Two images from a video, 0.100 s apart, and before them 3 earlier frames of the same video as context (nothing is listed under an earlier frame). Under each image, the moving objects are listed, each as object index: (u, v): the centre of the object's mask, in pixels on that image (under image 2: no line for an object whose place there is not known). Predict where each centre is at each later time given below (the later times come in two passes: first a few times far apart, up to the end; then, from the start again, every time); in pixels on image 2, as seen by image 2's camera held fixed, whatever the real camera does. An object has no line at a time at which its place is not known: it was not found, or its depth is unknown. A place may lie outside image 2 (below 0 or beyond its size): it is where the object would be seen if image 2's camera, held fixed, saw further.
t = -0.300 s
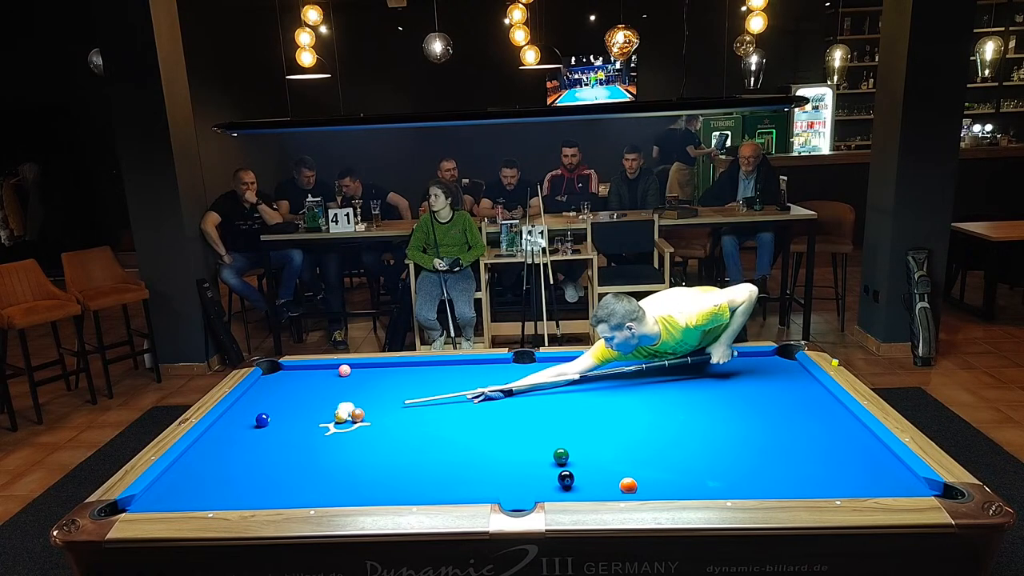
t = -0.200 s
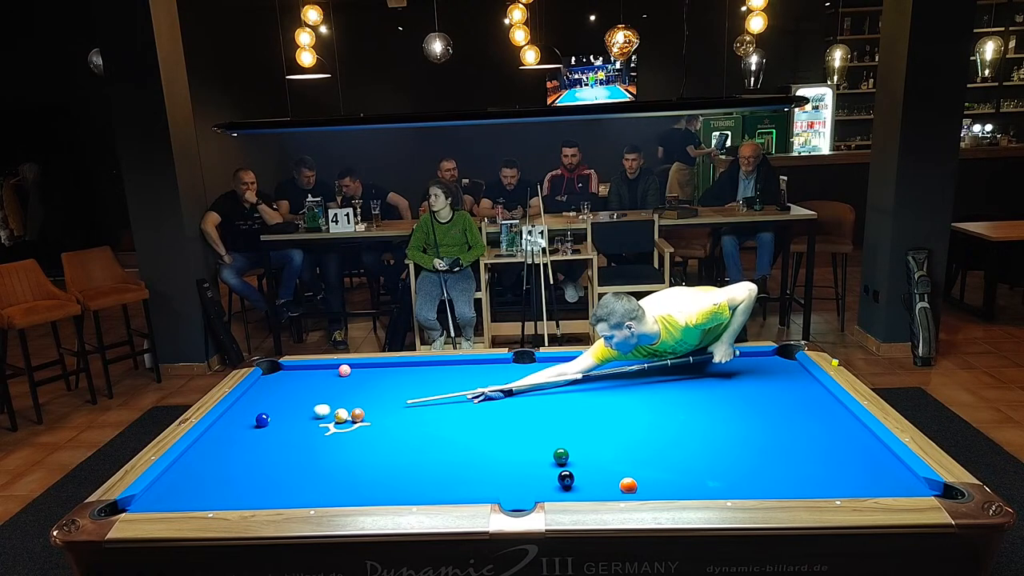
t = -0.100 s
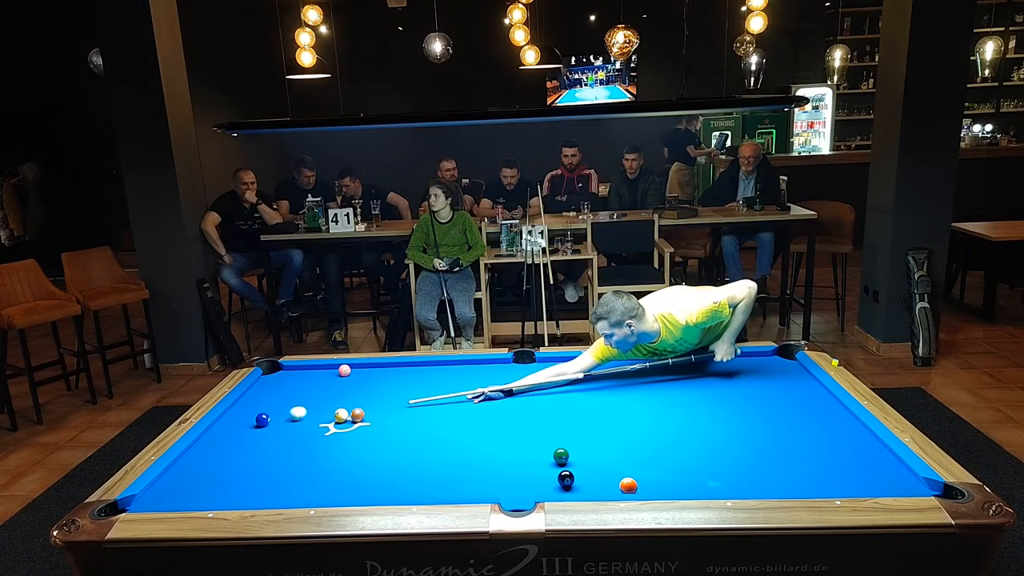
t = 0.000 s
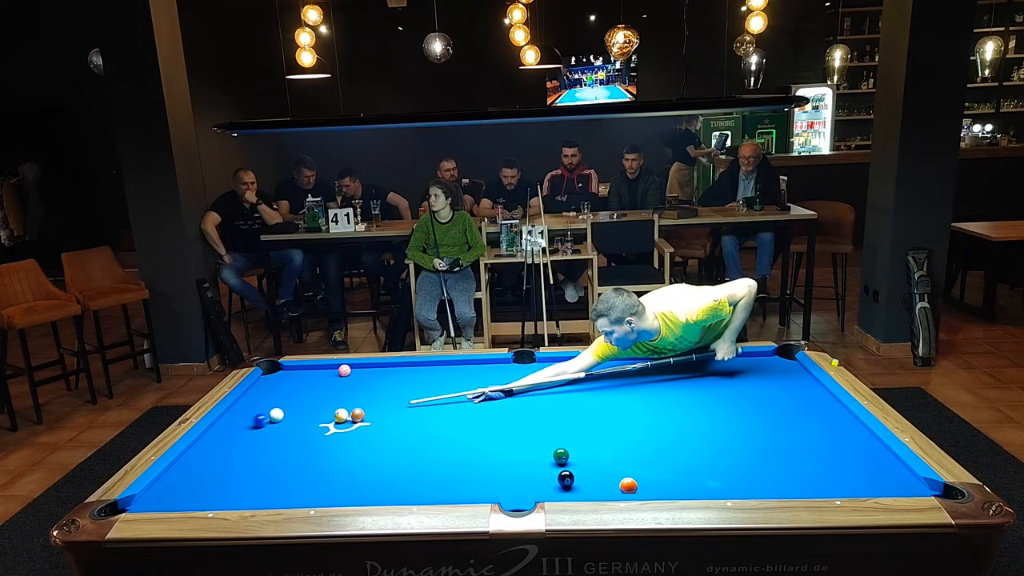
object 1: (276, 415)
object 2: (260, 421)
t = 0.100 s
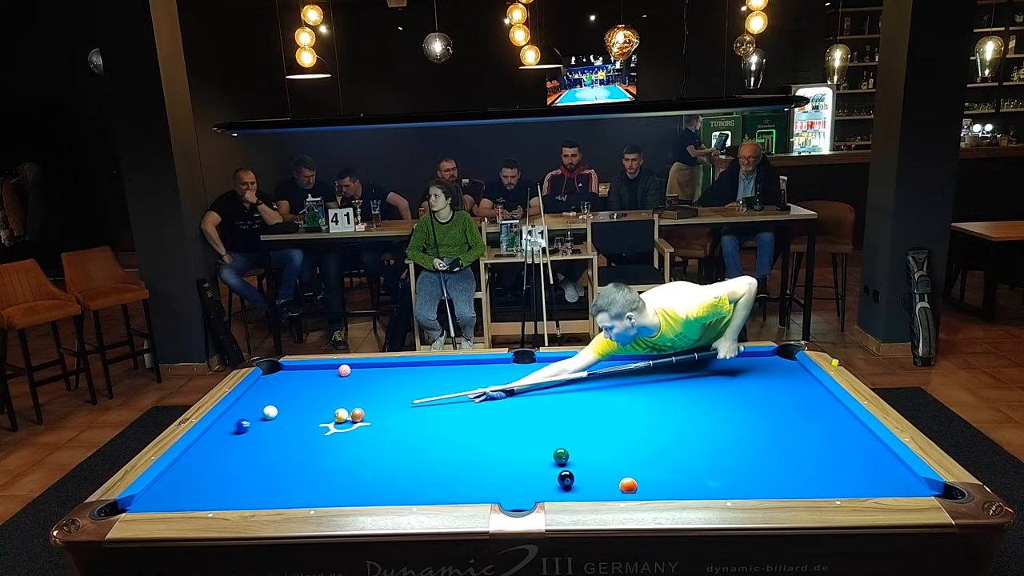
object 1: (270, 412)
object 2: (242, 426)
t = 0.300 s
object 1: (254, 408)
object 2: (213, 435)
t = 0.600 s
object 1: (241, 402)
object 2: (211, 443)
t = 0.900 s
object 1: (263, 394)
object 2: (220, 450)
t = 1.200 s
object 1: (283, 386)
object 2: (229, 455)
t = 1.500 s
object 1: (300, 380)
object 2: (237, 462)
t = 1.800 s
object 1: (315, 374)
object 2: (245, 467)
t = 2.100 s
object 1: (329, 369)
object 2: (251, 472)
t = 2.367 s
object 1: (335, 367)
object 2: (257, 477)
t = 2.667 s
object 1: (336, 368)
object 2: (261, 481)
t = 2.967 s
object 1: (336, 369)
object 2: (265, 486)
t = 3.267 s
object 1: (336, 369)
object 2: (268, 490)
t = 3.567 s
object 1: (336, 369)
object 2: (270, 490)
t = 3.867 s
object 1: (336, 369)
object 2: (272, 492)
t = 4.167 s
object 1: (336, 369)
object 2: (274, 493)
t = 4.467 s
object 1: (336, 369)
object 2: (274, 492)
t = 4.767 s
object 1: (336, 369)
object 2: (274, 492)
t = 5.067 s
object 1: (336, 369)
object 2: (274, 492)
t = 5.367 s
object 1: (336, 369)
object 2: (274, 492)
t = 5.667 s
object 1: (336, 369)
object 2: (274, 492)
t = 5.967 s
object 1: (336, 369)
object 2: (274, 492)
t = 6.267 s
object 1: (336, 369)
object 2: (274, 492)
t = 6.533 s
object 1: (336, 369)
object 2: (274, 492)
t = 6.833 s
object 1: (336, 369)
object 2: (274, 492)
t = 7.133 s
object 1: (336, 369)
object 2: (274, 492)
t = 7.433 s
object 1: (336, 369)
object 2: (274, 492)
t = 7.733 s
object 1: (336, 369)
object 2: (274, 492)
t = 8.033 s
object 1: (336, 369)
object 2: (274, 492)
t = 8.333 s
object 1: (336, 369)
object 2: (274, 492)
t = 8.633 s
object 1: (336, 369)
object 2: (274, 493)
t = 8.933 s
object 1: (336, 369)
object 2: (274, 492)
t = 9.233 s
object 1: (336, 369)
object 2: (274, 492)
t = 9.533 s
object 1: (336, 369)
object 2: (274, 492)
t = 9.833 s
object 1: (336, 369)
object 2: (274, 492)
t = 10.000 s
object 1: (336, 369)
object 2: (274, 492)
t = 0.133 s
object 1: (267, 412)
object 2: (237, 428)
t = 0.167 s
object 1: (265, 411)
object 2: (232, 429)
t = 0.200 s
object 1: (262, 410)
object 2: (227, 431)
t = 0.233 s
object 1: (259, 410)
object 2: (223, 432)
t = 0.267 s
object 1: (257, 409)
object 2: (217, 433)
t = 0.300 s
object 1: (254, 408)
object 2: (213, 435)
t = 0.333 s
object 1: (252, 408)
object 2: (208, 437)
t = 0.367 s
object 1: (249, 407)
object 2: (202, 438)
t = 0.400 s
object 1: (247, 406)
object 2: (204, 439)
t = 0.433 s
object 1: (244, 406)
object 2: (206, 439)
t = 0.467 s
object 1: (242, 405)
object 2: (206, 440)
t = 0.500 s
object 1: (240, 405)
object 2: (208, 441)
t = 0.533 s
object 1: (237, 404)
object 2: (209, 441)
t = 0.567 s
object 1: (238, 403)
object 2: (210, 442)
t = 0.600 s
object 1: (241, 402)
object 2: (211, 443)
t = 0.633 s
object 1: (244, 401)
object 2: (212, 444)
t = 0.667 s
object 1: (247, 400)
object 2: (213, 445)
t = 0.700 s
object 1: (249, 399)
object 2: (214, 445)
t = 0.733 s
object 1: (251, 398)
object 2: (215, 446)
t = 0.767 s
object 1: (254, 397)
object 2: (216, 447)
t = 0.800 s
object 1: (256, 396)
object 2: (217, 448)
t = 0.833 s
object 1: (259, 396)
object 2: (218, 448)
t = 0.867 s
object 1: (261, 395)
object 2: (219, 449)
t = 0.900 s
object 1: (263, 394)
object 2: (220, 450)
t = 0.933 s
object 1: (266, 393)
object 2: (221, 450)
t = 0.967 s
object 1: (268, 392)
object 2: (222, 450)
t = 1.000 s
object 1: (270, 391)
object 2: (223, 451)
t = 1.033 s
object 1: (272, 390)
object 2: (224, 452)
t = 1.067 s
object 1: (274, 390)
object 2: (225, 453)
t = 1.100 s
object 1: (277, 389)
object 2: (226, 453)
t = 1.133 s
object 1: (279, 388)
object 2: (227, 454)
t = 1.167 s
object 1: (281, 387)
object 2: (228, 455)
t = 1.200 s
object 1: (283, 386)
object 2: (229, 455)
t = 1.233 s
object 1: (285, 386)
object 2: (230, 456)
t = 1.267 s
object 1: (287, 385)
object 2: (231, 457)
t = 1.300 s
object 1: (289, 384)
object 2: (232, 457)
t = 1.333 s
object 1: (291, 383)
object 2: (233, 458)
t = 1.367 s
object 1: (293, 383)
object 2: (234, 459)
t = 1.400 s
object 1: (295, 382)
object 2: (234, 460)
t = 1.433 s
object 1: (296, 381)
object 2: (235, 460)
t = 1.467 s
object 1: (298, 380)
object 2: (236, 461)
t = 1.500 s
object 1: (300, 380)
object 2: (237, 462)
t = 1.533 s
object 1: (302, 379)
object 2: (238, 462)
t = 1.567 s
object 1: (304, 378)
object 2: (239, 463)
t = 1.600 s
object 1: (305, 378)
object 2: (240, 463)
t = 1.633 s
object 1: (307, 377)
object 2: (241, 464)
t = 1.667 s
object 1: (309, 377)
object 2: (241, 465)
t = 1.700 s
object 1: (310, 376)
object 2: (242, 465)
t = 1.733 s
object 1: (312, 376)
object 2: (243, 466)
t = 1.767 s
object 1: (314, 375)
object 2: (244, 467)
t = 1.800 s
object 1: (315, 374)
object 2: (245, 467)
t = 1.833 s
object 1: (317, 374)
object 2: (245, 468)
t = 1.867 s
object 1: (318, 373)
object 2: (246, 469)
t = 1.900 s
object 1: (320, 372)
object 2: (247, 469)
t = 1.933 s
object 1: (321, 372)
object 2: (248, 470)
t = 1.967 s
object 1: (323, 371)
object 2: (248, 470)
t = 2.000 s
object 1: (324, 371)
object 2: (249, 471)
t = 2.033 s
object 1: (326, 370)
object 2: (250, 471)
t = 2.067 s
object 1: (327, 370)
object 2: (251, 472)
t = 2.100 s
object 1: (329, 369)
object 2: (251, 472)
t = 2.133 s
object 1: (330, 369)
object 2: (252, 473)
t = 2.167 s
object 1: (331, 368)
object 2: (253, 473)
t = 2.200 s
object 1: (333, 368)
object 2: (253, 474)
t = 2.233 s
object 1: (334, 367)
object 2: (254, 475)
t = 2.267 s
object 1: (335, 367)
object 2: (255, 475)
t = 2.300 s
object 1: (335, 367)
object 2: (255, 476)
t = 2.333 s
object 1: (335, 367)
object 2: (256, 476)
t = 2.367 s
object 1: (335, 367)
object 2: (257, 477)
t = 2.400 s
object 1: (336, 367)
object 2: (257, 477)
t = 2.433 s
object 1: (336, 368)
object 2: (258, 478)
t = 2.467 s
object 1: (336, 368)
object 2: (258, 478)
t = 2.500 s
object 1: (336, 368)
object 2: (259, 479)
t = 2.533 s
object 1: (336, 368)
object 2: (259, 480)
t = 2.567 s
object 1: (336, 368)
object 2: (260, 480)
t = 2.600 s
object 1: (336, 368)
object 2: (260, 480)
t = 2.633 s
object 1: (336, 368)
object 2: (261, 481)
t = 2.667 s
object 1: (336, 368)
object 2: (261, 481)
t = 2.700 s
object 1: (336, 368)
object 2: (262, 482)
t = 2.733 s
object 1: (336, 369)
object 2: (262, 482)
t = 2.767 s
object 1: (336, 369)
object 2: (263, 483)
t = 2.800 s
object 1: (336, 369)
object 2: (263, 483)
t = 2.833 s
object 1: (336, 369)
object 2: (264, 483)
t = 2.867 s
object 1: (336, 369)
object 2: (264, 484)
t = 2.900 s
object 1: (336, 369)
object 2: (264, 485)
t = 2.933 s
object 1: (336, 369)
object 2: (265, 486)
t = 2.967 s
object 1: (336, 369)
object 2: (265, 486)
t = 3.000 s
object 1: (336, 369)
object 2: (265, 487)
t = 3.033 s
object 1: (336, 369)
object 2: (265, 487)
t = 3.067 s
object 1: (336, 369)
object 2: (266, 488)
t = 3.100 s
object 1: (336, 369)
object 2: (266, 488)
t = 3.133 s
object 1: (336, 369)
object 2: (267, 488)
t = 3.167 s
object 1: (336, 369)
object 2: (267, 489)
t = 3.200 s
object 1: (336, 369)
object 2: (267, 489)
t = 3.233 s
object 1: (336, 369)
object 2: (267, 489)
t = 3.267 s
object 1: (336, 369)
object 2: (268, 490)
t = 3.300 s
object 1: (336, 369)
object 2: (268, 489)
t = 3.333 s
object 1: (336, 369)
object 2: (269, 489)
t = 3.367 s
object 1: (336, 369)
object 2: (269, 490)
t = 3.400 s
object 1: (336, 369)
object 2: (269, 490)
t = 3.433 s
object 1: (336, 369)
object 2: (269, 490)
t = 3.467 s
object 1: (336, 369)
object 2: (270, 490)
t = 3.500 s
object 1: (336, 369)
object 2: (270, 490)
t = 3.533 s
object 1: (336, 369)
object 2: (270, 490)
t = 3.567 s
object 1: (336, 369)
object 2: (270, 490)
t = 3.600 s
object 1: (336, 369)
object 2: (271, 491)
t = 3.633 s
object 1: (336, 369)
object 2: (271, 491)
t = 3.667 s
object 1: (336, 369)
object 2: (271, 491)
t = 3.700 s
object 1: (336, 369)
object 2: (271, 491)
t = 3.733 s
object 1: (336, 369)
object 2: (271, 492)
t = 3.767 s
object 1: (336, 369)
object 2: (271, 492)
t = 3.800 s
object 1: (336, 369)
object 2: (272, 492)
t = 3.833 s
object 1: (336, 369)
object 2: (272, 492)
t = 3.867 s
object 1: (336, 369)
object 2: (272, 492)
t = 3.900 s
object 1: (336, 369)
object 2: (272, 492)
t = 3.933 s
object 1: (336, 369)
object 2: (273, 492)
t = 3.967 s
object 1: (336, 369)
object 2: (273, 492)
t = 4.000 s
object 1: (336, 369)
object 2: (273, 492)
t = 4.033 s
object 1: (336, 369)
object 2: (273, 493)
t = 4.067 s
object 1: (336, 369)
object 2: (273, 492)
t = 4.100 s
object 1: (336, 369)
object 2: (273, 493)
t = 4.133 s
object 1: (336, 369)
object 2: (274, 493)
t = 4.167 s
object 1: (336, 369)
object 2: (274, 493)
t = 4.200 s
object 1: (336, 369)
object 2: (274, 493)
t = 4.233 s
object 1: (336, 369)
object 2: (274, 492)
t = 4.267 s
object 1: (336, 369)
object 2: (274, 492)
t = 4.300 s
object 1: (336, 369)
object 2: (274, 492)
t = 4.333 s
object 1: (336, 369)
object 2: (274, 492)
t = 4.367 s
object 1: (336, 369)
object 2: (274, 492)
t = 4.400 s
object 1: (336, 369)
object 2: (274, 492)
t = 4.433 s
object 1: (336, 369)
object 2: (274, 492)
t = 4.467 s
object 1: (336, 369)
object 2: (274, 492)
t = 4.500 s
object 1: (336, 369)
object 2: (274, 492)
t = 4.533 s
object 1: (336, 369)
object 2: (274, 492)
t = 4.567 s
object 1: (336, 369)
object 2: (274, 492)
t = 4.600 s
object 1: (336, 369)
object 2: (274, 492)
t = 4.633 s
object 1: (336, 369)
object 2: (274, 492)
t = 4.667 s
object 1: (336, 369)
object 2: (274, 492)
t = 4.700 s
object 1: (336, 369)
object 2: (274, 492)
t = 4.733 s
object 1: (336, 369)
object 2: (274, 492)
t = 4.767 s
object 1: (336, 369)
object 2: (274, 492)
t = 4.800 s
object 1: (336, 369)
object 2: (274, 492)
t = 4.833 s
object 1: (336, 369)
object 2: (274, 492)
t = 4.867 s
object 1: (336, 369)
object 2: (274, 492)
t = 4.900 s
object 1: (336, 369)
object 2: (274, 492)
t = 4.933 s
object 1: (336, 369)
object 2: (274, 492)
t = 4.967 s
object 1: (336, 369)
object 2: (274, 492)
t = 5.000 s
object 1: (336, 369)
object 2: (274, 492)
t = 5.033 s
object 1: (336, 369)
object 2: (274, 492)
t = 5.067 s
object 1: (336, 369)
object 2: (274, 492)
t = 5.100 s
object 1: (336, 369)
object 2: (274, 492)
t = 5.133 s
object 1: (336, 369)
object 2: (274, 492)
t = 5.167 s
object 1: (336, 369)
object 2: (274, 492)
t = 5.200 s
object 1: (336, 369)
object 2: (274, 492)
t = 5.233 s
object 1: (336, 369)
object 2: (274, 492)
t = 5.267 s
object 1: (336, 369)
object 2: (274, 492)
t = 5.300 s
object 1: (336, 369)
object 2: (274, 492)
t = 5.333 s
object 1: (336, 369)
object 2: (274, 492)
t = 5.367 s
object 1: (336, 369)
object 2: (274, 492)
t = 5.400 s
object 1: (336, 369)
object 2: (274, 492)
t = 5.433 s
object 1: (336, 369)
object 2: (274, 492)
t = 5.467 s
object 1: (336, 369)
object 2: (274, 492)
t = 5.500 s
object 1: (336, 369)
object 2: (274, 492)
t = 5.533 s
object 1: (336, 369)
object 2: (274, 492)
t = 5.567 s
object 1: (336, 369)
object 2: (274, 492)
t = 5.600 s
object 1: (336, 369)
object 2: (274, 492)
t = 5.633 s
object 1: (336, 369)
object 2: (274, 492)
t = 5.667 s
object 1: (336, 369)
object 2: (274, 492)
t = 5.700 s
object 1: (336, 369)
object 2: (274, 492)
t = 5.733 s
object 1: (336, 369)
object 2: (274, 492)
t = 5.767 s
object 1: (336, 369)
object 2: (274, 492)
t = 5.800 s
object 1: (336, 369)
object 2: (274, 492)
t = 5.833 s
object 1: (336, 369)
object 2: (274, 492)
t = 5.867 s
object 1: (336, 369)
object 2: (274, 492)
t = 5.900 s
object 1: (336, 369)
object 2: (274, 492)
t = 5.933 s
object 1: (336, 369)
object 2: (274, 492)
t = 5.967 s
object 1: (336, 369)
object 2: (274, 492)
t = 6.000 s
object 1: (336, 369)
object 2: (274, 492)
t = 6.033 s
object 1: (336, 369)
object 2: (274, 492)
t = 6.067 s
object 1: (336, 369)
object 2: (274, 492)
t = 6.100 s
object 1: (336, 369)
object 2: (274, 492)
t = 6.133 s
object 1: (336, 369)
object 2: (274, 492)
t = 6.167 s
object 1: (336, 369)
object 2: (274, 492)
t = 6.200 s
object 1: (336, 369)
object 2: (274, 492)
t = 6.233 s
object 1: (336, 369)
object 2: (274, 492)
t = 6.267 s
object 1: (336, 369)
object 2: (274, 492)
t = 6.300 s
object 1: (336, 369)
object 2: (274, 492)
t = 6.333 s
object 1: (336, 369)
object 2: (274, 492)
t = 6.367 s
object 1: (336, 369)
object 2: (274, 492)
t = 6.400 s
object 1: (336, 369)
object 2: (274, 492)
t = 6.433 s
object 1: (336, 369)
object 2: (274, 492)
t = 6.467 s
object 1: (336, 369)
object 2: (274, 492)
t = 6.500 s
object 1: (336, 369)
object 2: (274, 492)
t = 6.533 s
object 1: (336, 369)
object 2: (274, 492)
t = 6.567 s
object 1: (336, 369)
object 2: (274, 492)
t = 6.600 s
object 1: (336, 369)
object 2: (274, 492)
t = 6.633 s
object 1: (336, 369)
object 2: (274, 492)
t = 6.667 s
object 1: (336, 369)
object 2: (274, 492)
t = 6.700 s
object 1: (336, 369)
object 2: (274, 492)
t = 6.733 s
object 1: (336, 369)
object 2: (274, 492)
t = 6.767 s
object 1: (336, 369)
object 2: (274, 492)
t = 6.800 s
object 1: (336, 369)
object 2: (274, 492)
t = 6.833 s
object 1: (336, 369)
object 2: (274, 492)
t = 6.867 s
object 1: (336, 369)
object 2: (274, 492)
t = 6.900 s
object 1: (336, 369)
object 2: (274, 492)
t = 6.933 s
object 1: (336, 369)
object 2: (274, 492)
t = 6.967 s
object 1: (336, 369)
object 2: (274, 492)
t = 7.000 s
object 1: (336, 369)
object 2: (274, 492)
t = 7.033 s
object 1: (336, 369)
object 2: (274, 492)
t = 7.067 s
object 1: (336, 369)
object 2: (274, 492)
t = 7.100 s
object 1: (336, 369)
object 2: (274, 492)
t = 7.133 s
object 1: (336, 369)
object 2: (274, 492)
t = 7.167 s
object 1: (336, 369)
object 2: (274, 493)
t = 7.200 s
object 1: (336, 369)
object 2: (274, 492)
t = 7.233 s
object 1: (336, 369)
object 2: (274, 492)
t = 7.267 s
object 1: (336, 369)
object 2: (274, 492)
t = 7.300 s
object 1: (336, 369)
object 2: (274, 492)
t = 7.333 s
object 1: (336, 369)
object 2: (274, 492)
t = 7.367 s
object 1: (336, 369)
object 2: (274, 492)
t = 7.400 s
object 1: (336, 369)
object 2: (274, 492)
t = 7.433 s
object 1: (336, 369)
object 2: (274, 492)
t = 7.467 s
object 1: (336, 369)
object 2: (274, 492)
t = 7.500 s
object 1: (336, 369)
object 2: (274, 492)
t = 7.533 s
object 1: (336, 369)
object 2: (274, 492)
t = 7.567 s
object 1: (336, 369)
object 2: (274, 492)
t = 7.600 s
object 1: (336, 369)
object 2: (274, 492)
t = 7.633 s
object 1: (336, 369)
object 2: (274, 492)
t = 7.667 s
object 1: (336, 369)
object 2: (274, 492)
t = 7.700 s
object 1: (336, 369)
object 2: (274, 492)
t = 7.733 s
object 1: (336, 369)
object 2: (274, 492)
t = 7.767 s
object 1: (336, 369)
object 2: (274, 492)
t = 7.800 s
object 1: (336, 369)
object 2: (274, 492)
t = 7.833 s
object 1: (336, 369)
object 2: (274, 492)
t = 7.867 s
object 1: (336, 369)
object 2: (274, 492)
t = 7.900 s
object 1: (336, 369)
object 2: (274, 492)
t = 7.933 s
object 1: (336, 369)
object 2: (274, 492)
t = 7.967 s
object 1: (336, 369)
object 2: (274, 492)
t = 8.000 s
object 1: (336, 369)
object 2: (274, 492)
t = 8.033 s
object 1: (336, 369)
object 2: (274, 492)
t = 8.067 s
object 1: (336, 369)
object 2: (274, 492)
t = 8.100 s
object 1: (336, 369)
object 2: (274, 493)
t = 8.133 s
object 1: (336, 369)
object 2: (274, 492)
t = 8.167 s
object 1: (336, 369)
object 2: (274, 492)
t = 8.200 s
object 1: (336, 369)
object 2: (274, 492)
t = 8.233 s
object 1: (336, 369)
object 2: (274, 492)
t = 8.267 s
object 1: (336, 369)
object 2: (274, 492)
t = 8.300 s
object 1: (336, 369)
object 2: (274, 492)
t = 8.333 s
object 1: (336, 369)
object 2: (274, 492)
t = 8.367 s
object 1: (336, 369)
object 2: (274, 492)
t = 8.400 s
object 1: (336, 369)
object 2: (274, 493)
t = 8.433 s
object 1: (336, 369)
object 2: (274, 492)
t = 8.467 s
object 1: (336, 369)
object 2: (274, 493)
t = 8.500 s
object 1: (336, 369)
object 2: (274, 493)
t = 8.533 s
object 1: (336, 369)
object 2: (274, 493)
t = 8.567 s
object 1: (336, 369)
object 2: (274, 493)
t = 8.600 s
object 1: (336, 369)
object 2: (274, 492)
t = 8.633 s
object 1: (336, 369)
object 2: (274, 493)
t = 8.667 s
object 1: (336, 369)
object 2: (274, 492)
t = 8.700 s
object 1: (336, 369)
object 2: (274, 492)
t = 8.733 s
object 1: (336, 369)
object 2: (274, 492)
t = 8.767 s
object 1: (336, 369)
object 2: (274, 492)
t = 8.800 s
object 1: (336, 369)
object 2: (274, 492)
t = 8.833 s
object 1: (336, 369)
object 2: (274, 492)
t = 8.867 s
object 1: (336, 369)
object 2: (274, 492)
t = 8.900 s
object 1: (336, 369)
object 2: (274, 492)
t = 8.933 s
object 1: (336, 369)
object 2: (274, 492)
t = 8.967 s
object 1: (336, 369)
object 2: (274, 492)
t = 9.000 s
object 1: (336, 369)
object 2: (274, 492)
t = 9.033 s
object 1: (336, 369)
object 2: (274, 492)
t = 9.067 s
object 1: (336, 369)
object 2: (274, 492)
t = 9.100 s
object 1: (336, 369)
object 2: (274, 492)
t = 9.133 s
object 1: (336, 369)
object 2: (274, 492)
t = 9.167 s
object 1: (336, 369)
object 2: (274, 492)
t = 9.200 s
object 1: (336, 369)
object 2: (274, 492)
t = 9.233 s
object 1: (336, 369)
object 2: (274, 492)
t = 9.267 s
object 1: (336, 369)
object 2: (274, 492)
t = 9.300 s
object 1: (336, 369)
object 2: (274, 492)
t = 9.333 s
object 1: (336, 369)
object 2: (274, 492)
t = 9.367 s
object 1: (336, 369)
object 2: (274, 492)
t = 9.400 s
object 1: (336, 369)
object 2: (274, 493)
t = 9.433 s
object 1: (336, 369)
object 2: (274, 492)
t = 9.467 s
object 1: (336, 369)
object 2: (274, 492)
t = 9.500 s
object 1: (336, 369)
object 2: (274, 492)
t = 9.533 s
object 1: (336, 369)
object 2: (274, 492)
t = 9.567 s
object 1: (336, 369)
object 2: (274, 492)
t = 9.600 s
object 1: (336, 369)
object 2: (274, 492)
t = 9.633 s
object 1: (336, 369)
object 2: (274, 492)
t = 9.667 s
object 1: (336, 369)
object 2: (274, 493)
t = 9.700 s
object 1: (336, 369)
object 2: (274, 492)
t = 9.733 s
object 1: (336, 369)
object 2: (274, 492)
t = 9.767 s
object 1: (336, 369)
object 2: (274, 492)
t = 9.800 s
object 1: (336, 369)
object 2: (274, 492)
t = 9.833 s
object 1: (336, 369)
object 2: (274, 492)
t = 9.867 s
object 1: (336, 369)
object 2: (274, 493)
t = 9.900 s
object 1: (336, 369)
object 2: (274, 492)
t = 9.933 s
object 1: (336, 369)
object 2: (274, 492)
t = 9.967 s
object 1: (336, 369)
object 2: (274, 492)
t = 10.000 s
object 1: (336, 369)
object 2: (274, 492)
